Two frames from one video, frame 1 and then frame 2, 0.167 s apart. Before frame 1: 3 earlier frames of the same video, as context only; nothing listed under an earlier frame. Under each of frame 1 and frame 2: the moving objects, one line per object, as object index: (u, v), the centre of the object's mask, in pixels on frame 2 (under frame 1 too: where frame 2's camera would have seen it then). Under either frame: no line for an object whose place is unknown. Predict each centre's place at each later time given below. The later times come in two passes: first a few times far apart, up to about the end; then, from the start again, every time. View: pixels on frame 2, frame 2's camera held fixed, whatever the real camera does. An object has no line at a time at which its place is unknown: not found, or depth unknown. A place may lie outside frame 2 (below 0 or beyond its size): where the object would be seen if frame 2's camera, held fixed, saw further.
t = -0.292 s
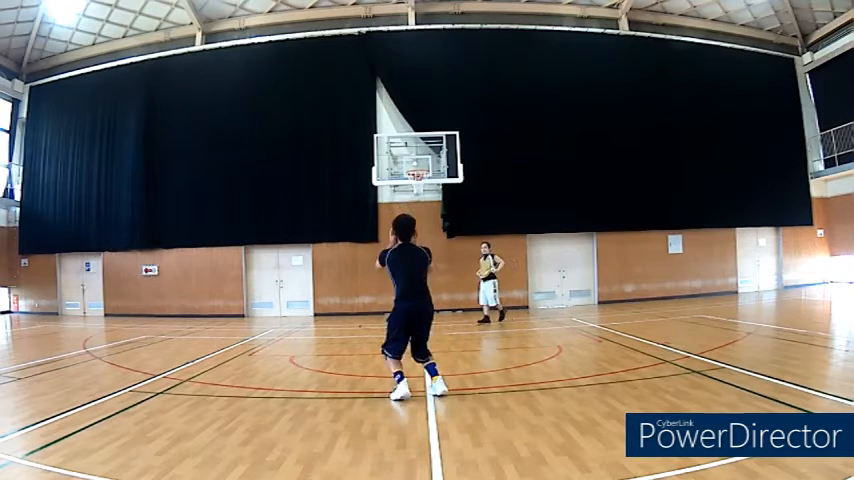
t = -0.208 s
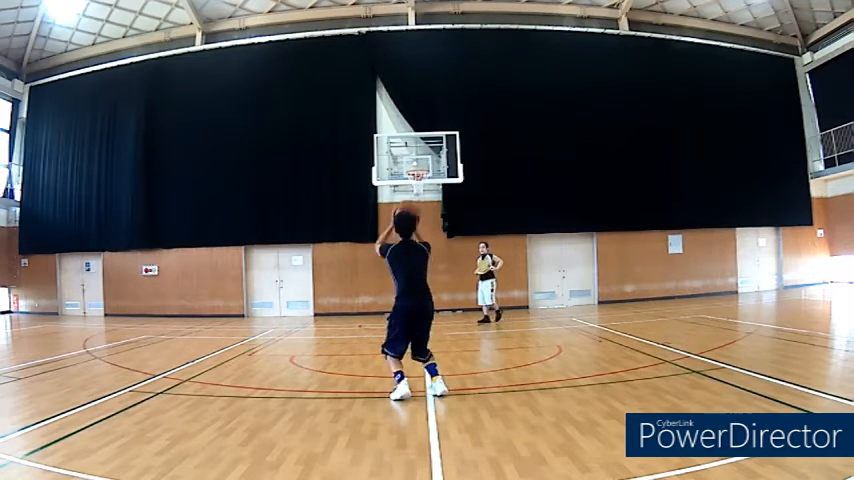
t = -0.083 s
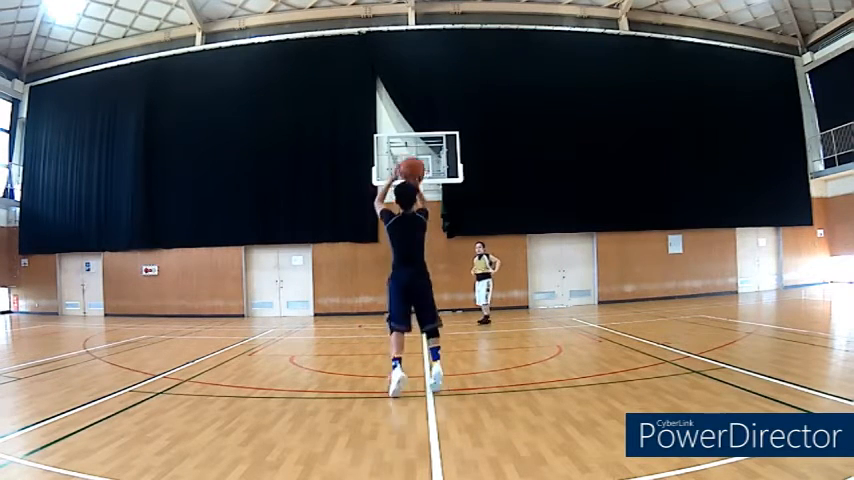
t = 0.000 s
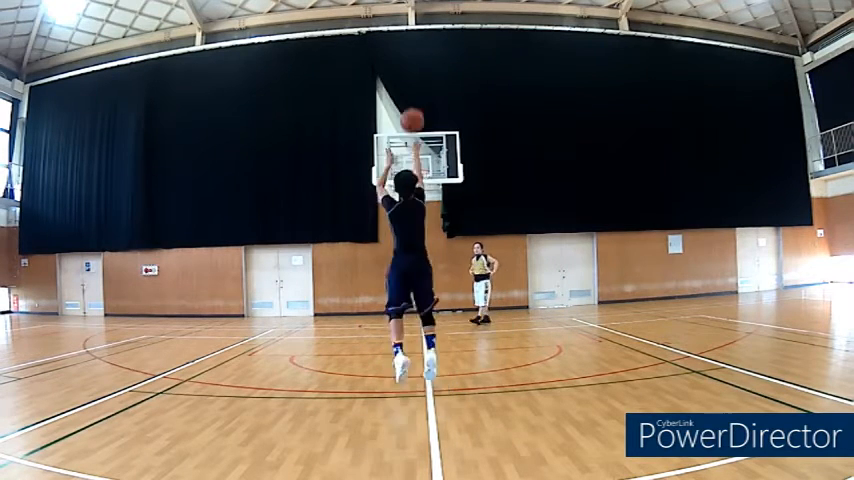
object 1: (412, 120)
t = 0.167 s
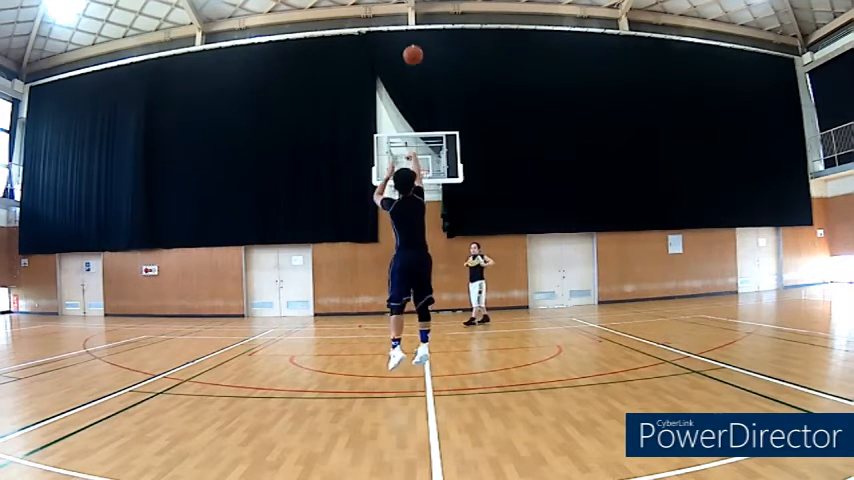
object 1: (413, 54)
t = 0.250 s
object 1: (413, 42)
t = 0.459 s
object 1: (414, 29)
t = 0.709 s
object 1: (416, 44)
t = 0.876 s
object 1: (417, 69)
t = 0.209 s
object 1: (413, 48)
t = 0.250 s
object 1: (413, 42)
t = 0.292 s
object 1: (413, 37)
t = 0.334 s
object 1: (413, 33)
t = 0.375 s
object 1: (413, 30)
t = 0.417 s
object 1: (413, 29)
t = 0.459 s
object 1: (414, 29)
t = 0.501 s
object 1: (414, 29)
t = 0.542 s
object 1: (414, 31)
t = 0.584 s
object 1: (415, 33)
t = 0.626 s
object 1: (415, 37)
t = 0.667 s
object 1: (415, 39)
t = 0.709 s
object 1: (416, 44)
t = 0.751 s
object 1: (416, 50)
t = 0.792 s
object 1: (416, 55)
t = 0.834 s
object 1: (416, 63)
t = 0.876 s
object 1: (417, 69)
